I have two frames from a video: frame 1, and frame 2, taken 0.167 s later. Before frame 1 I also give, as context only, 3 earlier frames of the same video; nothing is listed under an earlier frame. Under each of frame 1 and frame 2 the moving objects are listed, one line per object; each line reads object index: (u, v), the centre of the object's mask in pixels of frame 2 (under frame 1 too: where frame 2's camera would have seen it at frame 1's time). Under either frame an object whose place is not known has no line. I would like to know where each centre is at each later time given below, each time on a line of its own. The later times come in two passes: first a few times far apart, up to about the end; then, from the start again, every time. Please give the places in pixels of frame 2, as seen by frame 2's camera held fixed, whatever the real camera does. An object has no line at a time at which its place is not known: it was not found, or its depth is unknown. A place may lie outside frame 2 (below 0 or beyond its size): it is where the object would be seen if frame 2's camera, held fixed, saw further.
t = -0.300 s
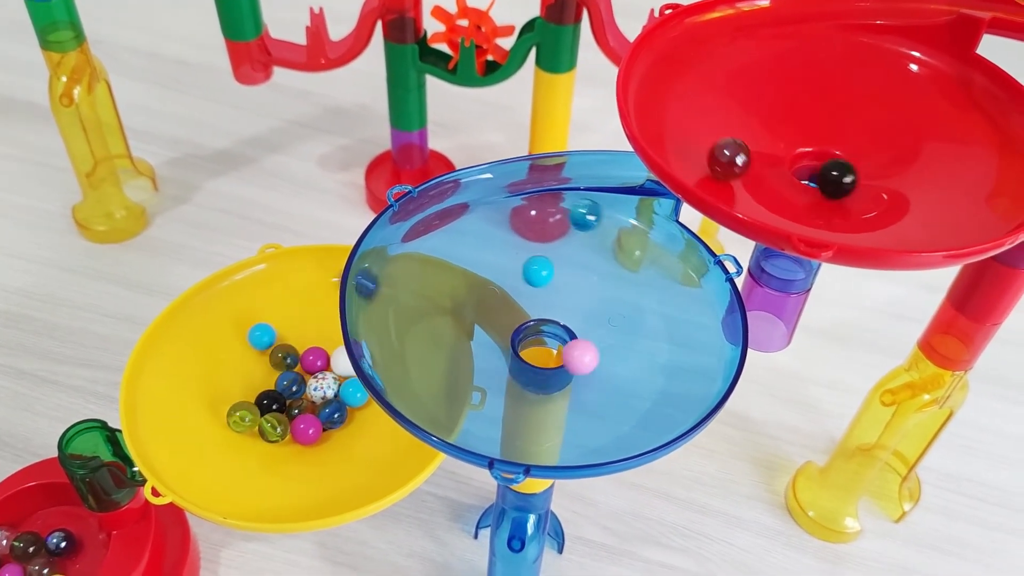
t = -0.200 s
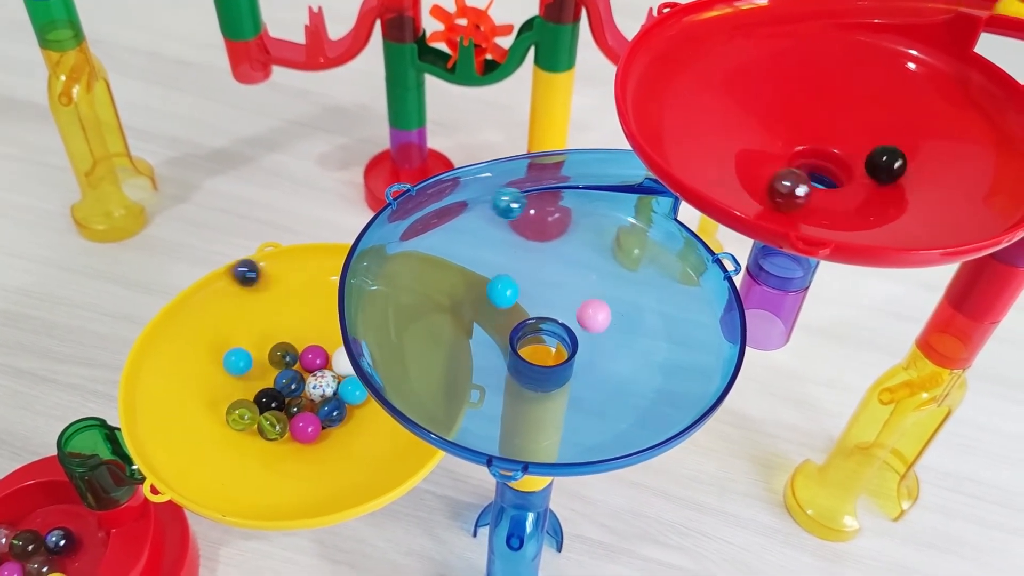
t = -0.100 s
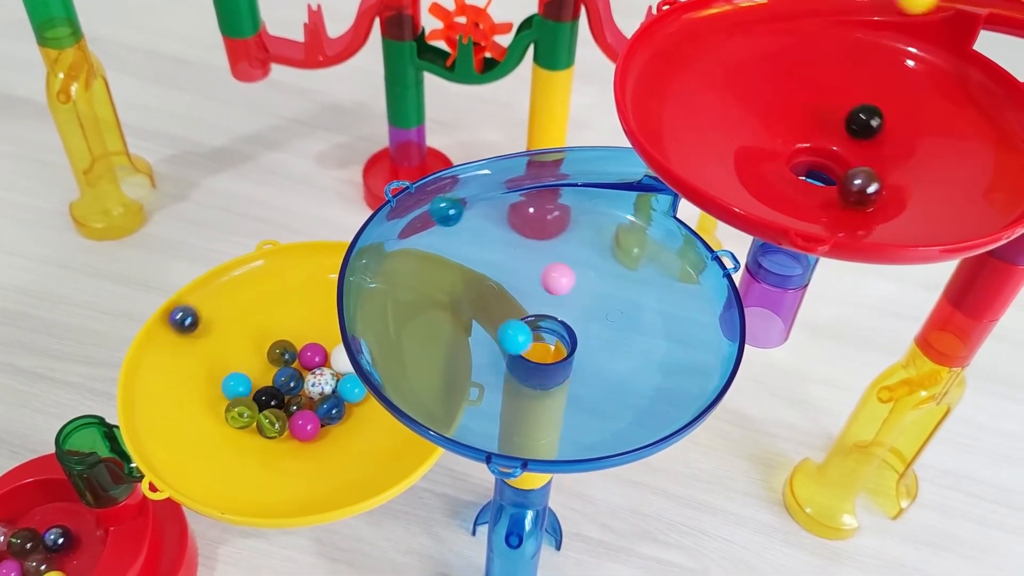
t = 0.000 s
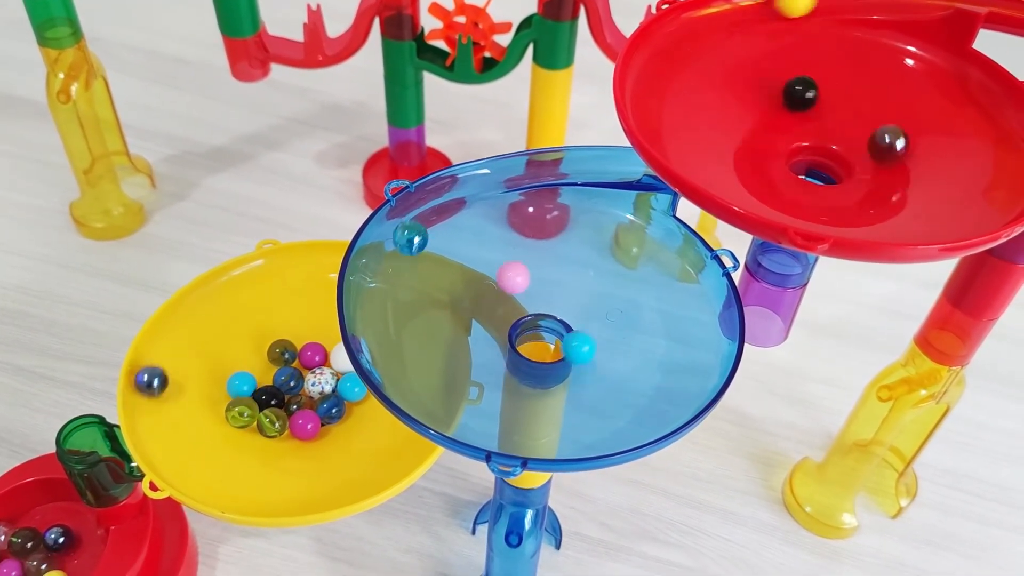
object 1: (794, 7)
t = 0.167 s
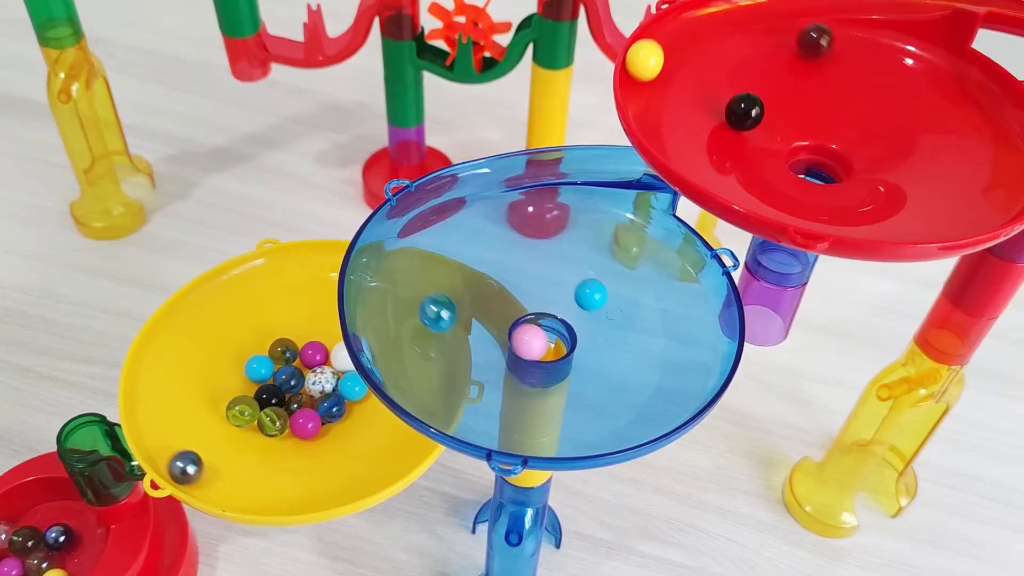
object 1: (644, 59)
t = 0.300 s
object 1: (691, 160)
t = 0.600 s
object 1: (1006, 192)
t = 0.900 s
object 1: (860, 26)
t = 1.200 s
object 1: (654, 85)
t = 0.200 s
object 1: (640, 84)
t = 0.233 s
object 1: (645, 110)
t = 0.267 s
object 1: (663, 136)
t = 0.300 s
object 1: (691, 160)
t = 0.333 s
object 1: (726, 182)
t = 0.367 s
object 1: (767, 201)
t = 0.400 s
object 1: (810, 215)
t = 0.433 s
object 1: (854, 223)
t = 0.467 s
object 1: (897, 226)
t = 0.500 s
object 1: (936, 224)
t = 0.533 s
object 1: (969, 217)
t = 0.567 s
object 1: (995, 206)
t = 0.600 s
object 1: (1006, 192)
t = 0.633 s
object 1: (1011, 174)
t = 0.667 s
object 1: (1014, 153)
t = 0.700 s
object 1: (1012, 130)
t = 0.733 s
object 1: (1005, 109)
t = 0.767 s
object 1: (988, 88)
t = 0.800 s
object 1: (964, 67)
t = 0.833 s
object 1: (934, 50)
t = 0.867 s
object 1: (898, 38)
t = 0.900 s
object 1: (860, 26)
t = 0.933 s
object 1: (822, 22)
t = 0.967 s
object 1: (784, 22)
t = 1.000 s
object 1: (749, 23)
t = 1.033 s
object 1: (715, 26)
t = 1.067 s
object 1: (683, 30)
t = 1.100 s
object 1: (659, 33)
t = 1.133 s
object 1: (650, 49)
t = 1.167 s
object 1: (650, 66)
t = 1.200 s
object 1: (654, 85)
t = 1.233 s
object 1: (664, 104)
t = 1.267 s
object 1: (678, 122)
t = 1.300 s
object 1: (699, 141)
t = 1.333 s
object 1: (724, 157)
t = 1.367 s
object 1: (754, 172)
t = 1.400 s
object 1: (787, 183)
